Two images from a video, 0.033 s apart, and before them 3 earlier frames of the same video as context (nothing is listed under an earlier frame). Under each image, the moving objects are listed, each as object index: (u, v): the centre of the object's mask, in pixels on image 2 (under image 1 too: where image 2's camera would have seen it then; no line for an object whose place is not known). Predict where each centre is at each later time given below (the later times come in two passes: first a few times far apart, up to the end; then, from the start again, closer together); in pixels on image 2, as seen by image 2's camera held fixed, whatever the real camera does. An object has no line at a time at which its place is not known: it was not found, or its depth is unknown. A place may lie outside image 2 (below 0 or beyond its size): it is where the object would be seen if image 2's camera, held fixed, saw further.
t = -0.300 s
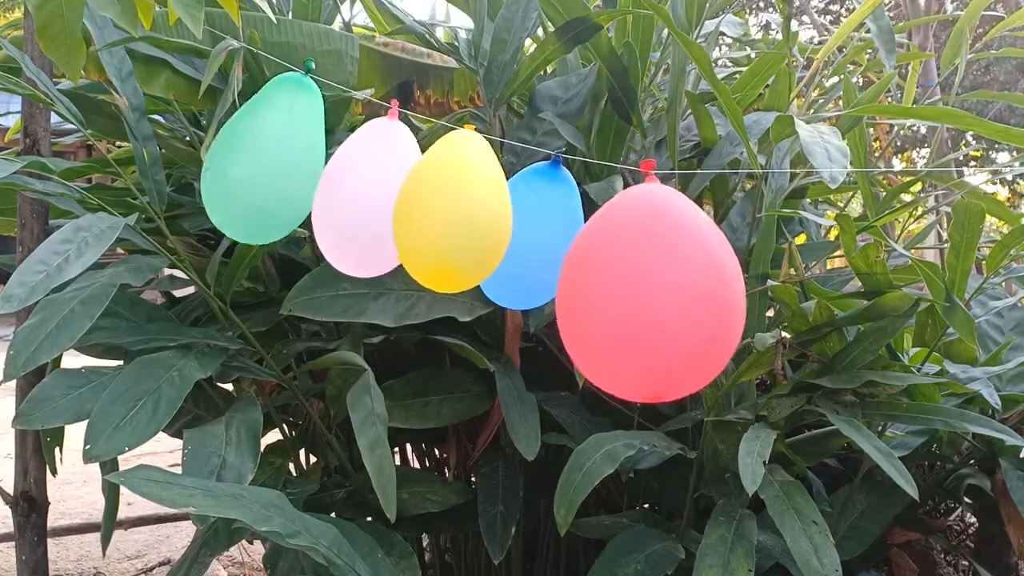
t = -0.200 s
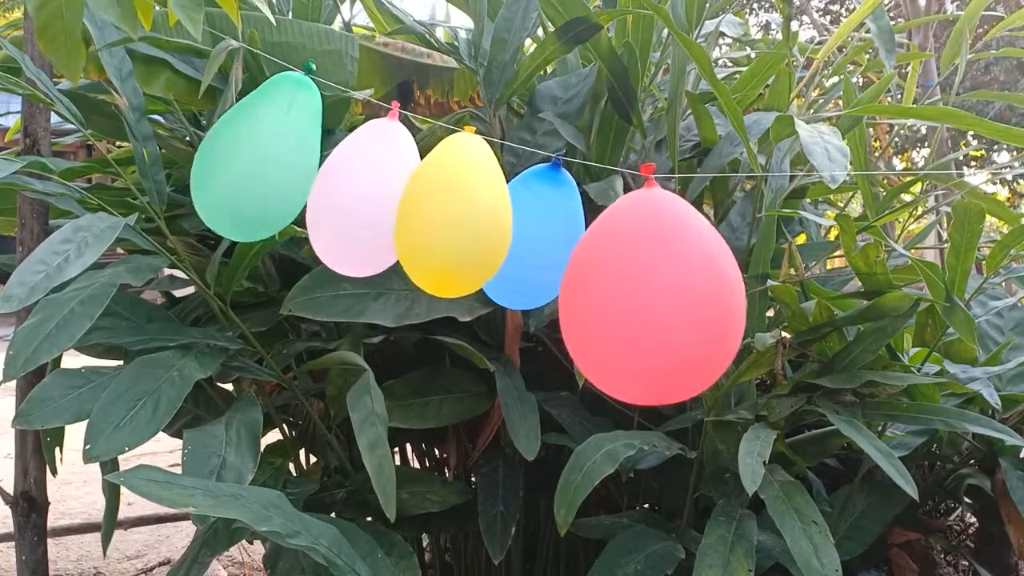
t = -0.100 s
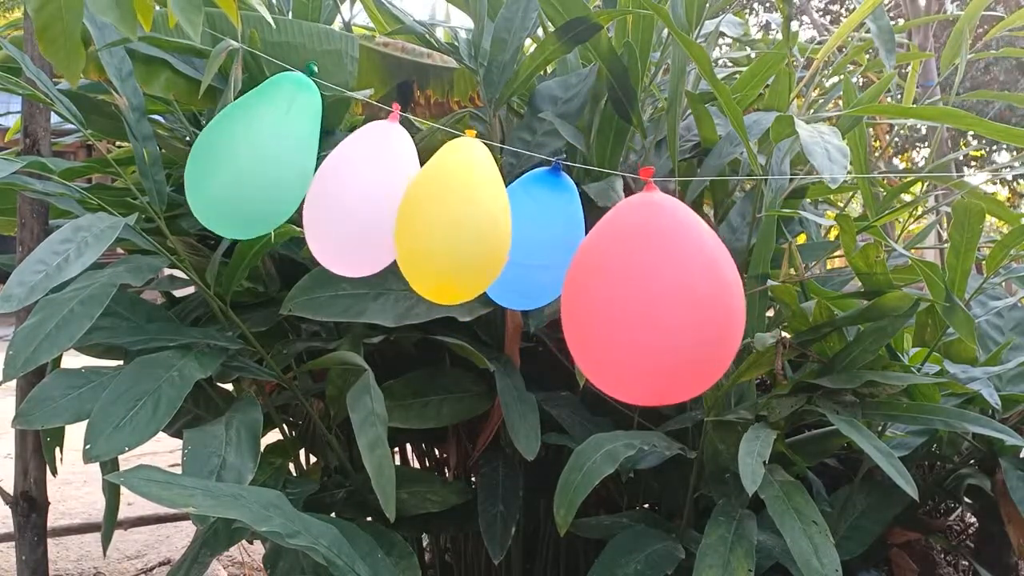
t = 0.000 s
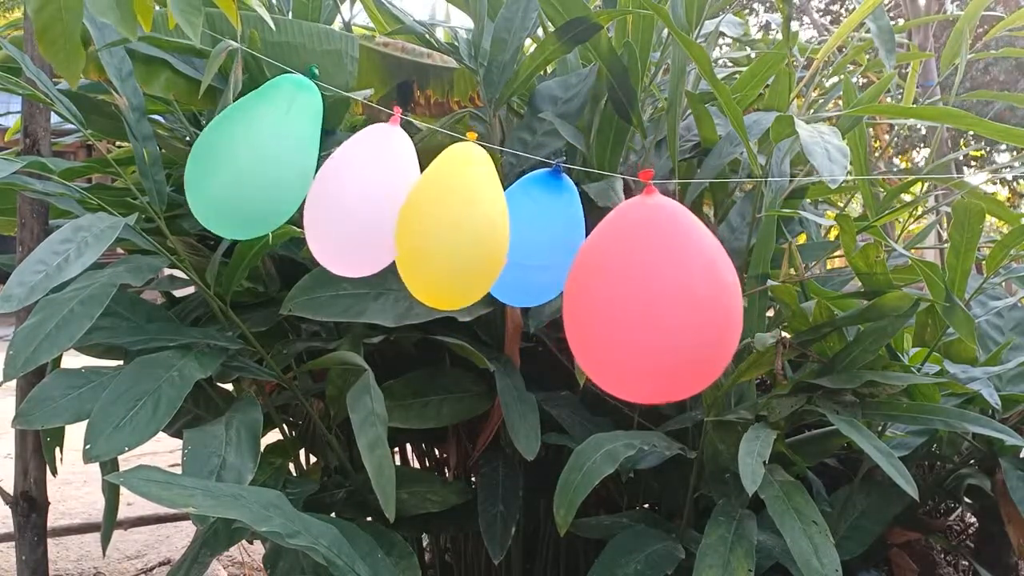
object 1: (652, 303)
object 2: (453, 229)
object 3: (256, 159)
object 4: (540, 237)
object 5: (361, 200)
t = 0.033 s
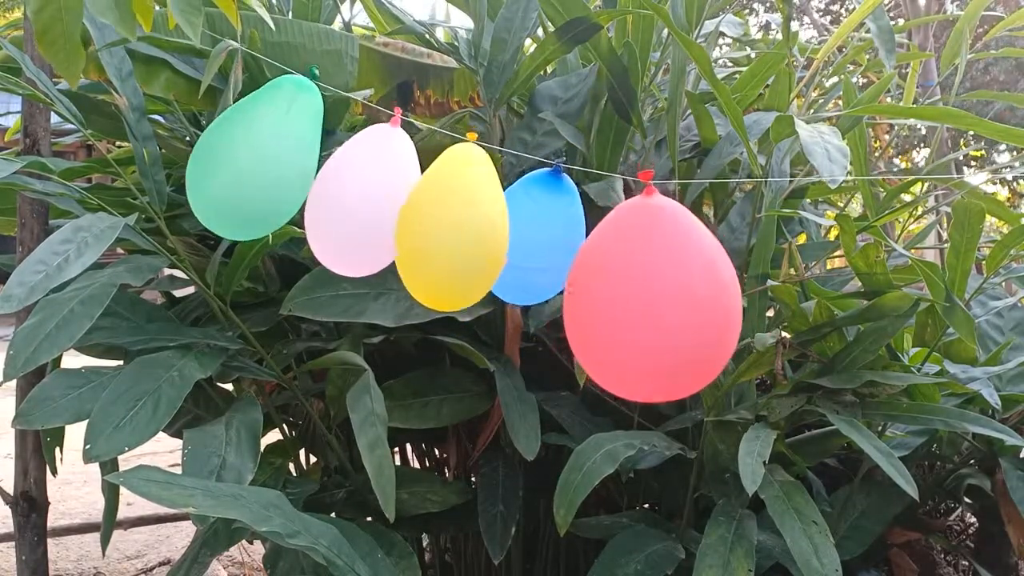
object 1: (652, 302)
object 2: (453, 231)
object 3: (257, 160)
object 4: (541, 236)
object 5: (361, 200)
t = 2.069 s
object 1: (661, 266)
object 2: (473, 214)
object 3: (306, 148)
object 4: (558, 193)
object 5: (404, 156)
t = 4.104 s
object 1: (651, 285)
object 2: (467, 214)
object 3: (273, 149)
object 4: (557, 200)
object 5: (377, 176)
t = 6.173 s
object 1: (662, 288)
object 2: (458, 215)
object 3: (284, 157)
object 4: (545, 227)
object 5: (378, 185)
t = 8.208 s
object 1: (691, 264)
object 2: (480, 211)
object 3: (319, 139)
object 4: (570, 207)
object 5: (409, 157)
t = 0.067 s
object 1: (652, 301)
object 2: (453, 231)
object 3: (259, 161)
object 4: (541, 235)
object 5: (363, 199)
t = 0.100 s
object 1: (652, 300)
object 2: (453, 232)
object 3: (261, 162)
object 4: (541, 233)
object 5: (364, 198)
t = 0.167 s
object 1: (651, 296)
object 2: (454, 232)
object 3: (265, 164)
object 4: (542, 228)
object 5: (367, 195)
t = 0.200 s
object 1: (651, 294)
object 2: (454, 231)
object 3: (268, 164)
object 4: (542, 226)
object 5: (369, 193)
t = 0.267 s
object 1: (651, 290)
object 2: (455, 229)
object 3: (273, 165)
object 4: (543, 221)
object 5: (373, 189)
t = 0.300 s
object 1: (650, 288)
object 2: (455, 228)
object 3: (275, 165)
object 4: (544, 219)
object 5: (375, 186)
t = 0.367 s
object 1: (650, 284)
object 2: (457, 225)
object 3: (280, 164)
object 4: (545, 214)
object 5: (378, 182)
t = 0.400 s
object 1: (650, 283)
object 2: (458, 224)
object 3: (282, 163)
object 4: (545, 212)
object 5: (381, 179)
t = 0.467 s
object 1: (649, 280)
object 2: (460, 222)
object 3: (287, 161)
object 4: (546, 208)
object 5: (384, 175)
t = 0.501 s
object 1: (648, 279)
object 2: (461, 221)
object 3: (289, 159)
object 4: (547, 206)
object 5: (386, 173)
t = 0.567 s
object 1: (647, 279)
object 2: (462, 219)
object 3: (292, 157)
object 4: (548, 202)
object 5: (389, 170)
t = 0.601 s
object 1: (646, 279)
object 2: (462, 219)
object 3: (294, 155)
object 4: (548, 201)
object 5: (390, 169)
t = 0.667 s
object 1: (645, 280)
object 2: (463, 219)
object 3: (296, 152)
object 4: (549, 201)
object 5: (392, 168)
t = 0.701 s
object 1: (644, 281)
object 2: (463, 219)
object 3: (297, 150)
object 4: (549, 200)
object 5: (392, 167)
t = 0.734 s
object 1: (643, 281)
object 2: (463, 220)
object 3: (298, 149)
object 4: (548, 201)
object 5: (392, 167)
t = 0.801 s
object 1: (641, 284)
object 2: (461, 220)
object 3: (299, 147)
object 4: (548, 203)
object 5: (392, 166)
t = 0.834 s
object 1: (641, 286)
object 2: (460, 221)
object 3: (299, 147)
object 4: (547, 205)
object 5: (392, 166)
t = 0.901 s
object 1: (640, 289)
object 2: (458, 221)
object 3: (299, 147)
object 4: (545, 208)
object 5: (392, 166)
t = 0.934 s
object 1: (640, 290)
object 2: (457, 222)
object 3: (299, 147)
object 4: (544, 210)
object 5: (391, 166)
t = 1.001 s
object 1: (641, 293)
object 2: (454, 224)
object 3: (298, 149)
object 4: (543, 214)
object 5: (390, 166)
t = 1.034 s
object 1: (641, 294)
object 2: (453, 224)
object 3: (297, 150)
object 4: (542, 216)
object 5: (389, 166)
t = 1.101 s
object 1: (643, 295)
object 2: (451, 225)
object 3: (295, 153)
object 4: (542, 219)
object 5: (388, 168)
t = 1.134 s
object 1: (644, 295)
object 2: (451, 225)
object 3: (294, 154)
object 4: (541, 220)
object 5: (387, 170)
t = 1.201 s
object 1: (647, 294)
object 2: (450, 226)
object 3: (290, 157)
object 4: (541, 223)
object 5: (385, 172)
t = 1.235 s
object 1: (648, 294)
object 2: (451, 225)
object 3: (289, 158)
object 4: (542, 223)
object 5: (383, 174)
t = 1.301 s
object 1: (652, 292)
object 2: (452, 224)
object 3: (285, 159)
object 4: (543, 223)
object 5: (381, 176)
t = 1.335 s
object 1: (653, 291)
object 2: (453, 223)
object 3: (282, 158)
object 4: (544, 223)
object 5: (381, 177)
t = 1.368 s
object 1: (655, 289)
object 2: (454, 222)
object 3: (280, 157)
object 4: (545, 222)
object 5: (381, 177)
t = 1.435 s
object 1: (658, 287)
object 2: (457, 221)
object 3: (277, 153)
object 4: (548, 220)
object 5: (382, 175)
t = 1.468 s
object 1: (660, 286)
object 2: (459, 220)
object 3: (276, 151)
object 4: (549, 218)
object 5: (383, 174)
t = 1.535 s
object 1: (662, 283)
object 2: (462, 218)
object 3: (275, 147)
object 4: (552, 214)
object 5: (386, 172)
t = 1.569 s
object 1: (663, 282)
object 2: (464, 217)
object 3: (275, 146)
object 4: (554, 212)
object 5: (388, 171)
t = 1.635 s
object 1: (665, 279)
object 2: (467, 217)
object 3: (278, 144)
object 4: (556, 208)
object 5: (391, 169)
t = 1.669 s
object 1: (665, 277)
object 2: (469, 216)
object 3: (279, 144)
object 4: (557, 207)
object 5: (392, 169)
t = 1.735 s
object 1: (665, 274)
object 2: (471, 216)
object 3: (285, 146)
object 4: (558, 204)
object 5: (395, 168)
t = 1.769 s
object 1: (665, 272)
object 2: (472, 216)
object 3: (288, 147)
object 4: (559, 202)
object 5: (396, 168)
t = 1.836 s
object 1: (664, 270)
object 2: (473, 215)
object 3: (297, 149)
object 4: (559, 199)
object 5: (397, 167)
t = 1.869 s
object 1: (664, 270)
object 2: (473, 215)
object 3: (302, 150)
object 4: (559, 198)
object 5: (398, 166)
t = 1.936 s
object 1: (663, 268)
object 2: (474, 215)
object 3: (303, 151)
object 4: (559, 196)
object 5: (401, 163)
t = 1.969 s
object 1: (663, 268)
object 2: (474, 215)
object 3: (303, 150)
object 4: (559, 195)
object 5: (403, 161)
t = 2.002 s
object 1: (662, 267)
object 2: (474, 215)
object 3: (305, 149)
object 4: (559, 194)
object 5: (404, 159)
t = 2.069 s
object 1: (661, 266)
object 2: (473, 214)
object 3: (306, 148)
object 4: (558, 193)
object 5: (404, 156)
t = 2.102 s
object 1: (660, 266)
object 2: (472, 213)
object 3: (307, 148)
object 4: (558, 192)
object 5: (404, 155)
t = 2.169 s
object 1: (658, 267)
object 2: (471, 211)
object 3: (307, 148)
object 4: (557, 191)
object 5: (402, 153)
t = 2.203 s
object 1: (657, 267)
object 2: (470, 211)
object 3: (305, 148)
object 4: (557, 190)
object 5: (402, 153)
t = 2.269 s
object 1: (656, 266)
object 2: (469, 210)
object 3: (301, 147)
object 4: (556, 189)
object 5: (400, 153)
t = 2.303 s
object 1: (655, 266)
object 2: (469, 209)
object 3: (299, 147)
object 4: (556, 188)
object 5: (399, 153)
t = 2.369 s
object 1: (653, 265)
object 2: (469, 208)
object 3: (295, 146)
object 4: (556, 186)
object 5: (397, 154)
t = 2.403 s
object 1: (652, 265)
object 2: (469, 207)
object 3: (293, 145)
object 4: (556, 185)
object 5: (396, 155)
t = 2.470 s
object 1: (650, 266)
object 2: (469, 206)
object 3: (290, 143)
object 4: (556, 184)
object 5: (394, 155)
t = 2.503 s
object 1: (649, 267)
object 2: (469, 205)
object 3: (289, 142)
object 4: (557, 183)
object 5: (393, 155)
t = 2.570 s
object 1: (647, 269)
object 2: (470, 204)
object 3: (288, 140)
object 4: (557, 181)
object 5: (391, 154)
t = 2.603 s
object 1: (646, 270)
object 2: (470, 204)
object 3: (287, 140)
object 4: (558, 181)
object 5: (391, 154)
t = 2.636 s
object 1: (646, 271)
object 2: (470, 203)
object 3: (287, 139)
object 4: (558, 181)
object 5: (390, 154)
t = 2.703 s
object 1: (646, 272)
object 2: (470, 203)
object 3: (286, 139)
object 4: (559, 181)
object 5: (389, 155)
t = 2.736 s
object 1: (646, 272)
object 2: (470, 203)
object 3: (285, 139)
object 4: (559, 181)
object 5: (388, 155)
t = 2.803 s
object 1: (646, 273)
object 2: (469, 204)
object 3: (284, 141)
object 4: (558, 184)
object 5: (387, 157)
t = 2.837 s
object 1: (647, 273)
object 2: (468, 205)
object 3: (283, 142)
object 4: (558, 185)
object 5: (386, 158)
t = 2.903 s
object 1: (648, 274)
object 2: (467, 207)
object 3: (282, 143)
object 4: (557, 189)
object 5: (385, 161)
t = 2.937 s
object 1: (649, 274)
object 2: (467, 208)
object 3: (282, 144)
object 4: (557, 191)
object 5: (384, 163)
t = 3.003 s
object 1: (652, 275)
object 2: (466, 209)
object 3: (282, 145)
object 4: (556, 194)
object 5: (383, 165)
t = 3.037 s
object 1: (653, 275)
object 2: (466, 209)
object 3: (281, 145)
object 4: (557, 195)
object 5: (383, 165)
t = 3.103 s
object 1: (656, 276)
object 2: (466, 209)
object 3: (280, 143)
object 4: (557, 197)
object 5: (382, 166)
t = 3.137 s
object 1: (657, 276)
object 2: (466, 209)
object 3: (279, 142)
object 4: (557, 198)
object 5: (381, 166)
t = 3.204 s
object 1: (660, 276)
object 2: (467, 209)
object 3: (279, 141)
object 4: (559, 198)
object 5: (381, 167)
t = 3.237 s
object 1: (661, 276)
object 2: (467, 208)
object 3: (279, 140)
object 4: (559, 197)
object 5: (380, 166)
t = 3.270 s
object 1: (662, 275)
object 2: (467, 208)
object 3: (279, 139)
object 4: (560, 196)
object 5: (380, 166)
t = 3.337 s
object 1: (665, 273)
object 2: (468, 206)
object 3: (279, 137)
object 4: (561, 195)
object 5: (380, 166)
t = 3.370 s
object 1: (665, 272)
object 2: (469, 206)
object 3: (279, 136)
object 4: (562, 194)
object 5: (380, 166)
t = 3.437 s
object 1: (666, 269)
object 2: (470, 204)
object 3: (278, 135)
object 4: (562, 192)
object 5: (379, 166)
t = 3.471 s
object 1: (666, 268)
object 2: (471, 204)
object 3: (278, 134)
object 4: (562, 191)
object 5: (379, 167)
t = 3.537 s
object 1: (666, 266)
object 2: (471, 204)
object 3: (278, 134)
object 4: (563, 189)
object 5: (379, 168)
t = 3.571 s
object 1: (666, 266)
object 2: (472, 203)
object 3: (278, 134)
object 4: (563, 188)
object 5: (379, 168)
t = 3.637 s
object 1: (665, 265)
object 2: (472, 203)
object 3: (278, 134)
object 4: (563, 187)
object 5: (379, 169)
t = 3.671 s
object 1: (664, 266)
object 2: (473, 203)
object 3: (278, 134)
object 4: (563, 187)
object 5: (379, 169)
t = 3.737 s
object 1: (662, 268)
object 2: (473, 203)
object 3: (279, 135)
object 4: (563, 187)
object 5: (379, 169)
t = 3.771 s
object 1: (662, 269)
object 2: (473, 204)
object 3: (279, 136)
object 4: (563, 187)
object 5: (379, 169)
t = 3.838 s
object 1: (660, 272)
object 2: (472, 205)
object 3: (278, 138)
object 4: (563, 189)
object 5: (379, 170)
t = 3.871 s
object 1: (659, 274)
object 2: (472, 207)
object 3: (278, 139)
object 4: (562, 190)
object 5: (379, 171)
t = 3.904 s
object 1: (658, 276)
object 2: (471, 208)
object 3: (277, 141)
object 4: (562, 191)
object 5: (378, 172)
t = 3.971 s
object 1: (655, 279)
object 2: (470, 211)
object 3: (276, 144)
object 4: (560, 194)
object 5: (378, 173)
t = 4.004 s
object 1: (654, 280)
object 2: (469, 212)
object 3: (275, 145)
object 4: (560, 196)
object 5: (377, 174)
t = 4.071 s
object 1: (652, 283)
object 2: (468, 214)
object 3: (274, 148)
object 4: (558, 199)
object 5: (377, 175)
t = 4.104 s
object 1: (651, 285)
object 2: (467, 214)
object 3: (273, 149)
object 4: (557, 200)
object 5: (377, 176)
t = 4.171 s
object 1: (649, 287)
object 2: (466, 216)
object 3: (273, 151)
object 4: (556, 203)
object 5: (376, 177)
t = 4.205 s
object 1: (648, 288)
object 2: (465, 217)
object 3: (273, 151)
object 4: (556, 203)
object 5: (376, 177)
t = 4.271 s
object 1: (645, 290)
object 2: (465, 218)
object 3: (272, 152)
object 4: (554, 204)
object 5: (376, 177)
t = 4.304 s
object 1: (643, 290)
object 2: (464, 218)
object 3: (271, 152)
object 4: (554, 204)
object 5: (375, 177)
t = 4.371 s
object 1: (640, 291)
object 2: (463, 218)
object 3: (270, 152)
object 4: (552, 204)
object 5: (374, 177)
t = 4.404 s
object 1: (638, 290)
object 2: (462, 218)
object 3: (270, 152)
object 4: (551, 203)
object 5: (374, 176)
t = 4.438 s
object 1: (637, 290)
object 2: (461, 218)
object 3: (270, 151)
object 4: (550, 202)
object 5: (374, 176)
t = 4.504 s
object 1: (633, 288)
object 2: (460, 219)
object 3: (269, 151)
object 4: (548, 201)
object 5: (373, 176)
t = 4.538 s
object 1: (631, 288)
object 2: (459, 218)
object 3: (269, 151)
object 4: (547, 201)
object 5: (373, 176)
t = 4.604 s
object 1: (628, 286)
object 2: (457, 219)
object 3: (268, 152)
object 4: (544, 200)
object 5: (372, 177)
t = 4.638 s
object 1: (627, 285)
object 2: (456, 219)
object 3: (268, 152)
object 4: (542, 200)
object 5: (372, 177)
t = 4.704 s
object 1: (625, 284)
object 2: (454, 219)
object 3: (268, 153)
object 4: (540, 201)
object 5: (371, 178)
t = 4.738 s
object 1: (624, 283)
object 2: (453, 219)
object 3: (268, 153)
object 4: (539, 202)
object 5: (370, 178)
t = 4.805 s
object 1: (624, 283)
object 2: (451, 219)
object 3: (269, 154)
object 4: (536, 204)
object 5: (370, 178)
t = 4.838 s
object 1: (624, 284)
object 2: (450, 219)
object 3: (269, 155)
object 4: (535, 205)
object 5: (370, 178)
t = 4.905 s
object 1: (625, 285)
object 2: (449, 218)
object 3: (270, 156)
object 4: (534, 208)
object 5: (370, 179)
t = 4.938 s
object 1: (626, 287)
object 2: (448, 218)
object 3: (270, 157)
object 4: (534, 210)
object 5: (370, 179)
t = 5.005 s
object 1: (629, 289)
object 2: (447, 219)
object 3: (272, 158)
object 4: (534, 213)
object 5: (371, 180)
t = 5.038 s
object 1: (630, 290)
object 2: (447, 219)
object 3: (272, 158)
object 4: (534, 215)
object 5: (371, 180)
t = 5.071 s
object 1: (632, 292)
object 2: (447, 220)
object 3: (273, 159)
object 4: (534, 217)
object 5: (371, 181)
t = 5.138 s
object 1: (637, 293)
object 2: (447, 220)
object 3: (274, 161)
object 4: (535, 221)
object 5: (372, 182)
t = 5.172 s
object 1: (639, 294)
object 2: (447, 220)
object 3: (275, 162)
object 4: (535, 223)
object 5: (372, 183)
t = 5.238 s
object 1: (644, 295)
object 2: (448, 221)
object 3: (277, 164)
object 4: (536, 226)
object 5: (373, 184)
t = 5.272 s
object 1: (647, 295)
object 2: (449, 221)
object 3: (277, 164)
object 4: (537, 228)
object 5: (374, 185)
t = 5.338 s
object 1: (651, 295)
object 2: (450, 221)
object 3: (279, 164)
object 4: (539, 230)
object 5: (375, 186)
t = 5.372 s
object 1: (653, 294)
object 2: (451, 221)
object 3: (279, 164)
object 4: (540, 230)
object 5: (375, 186)
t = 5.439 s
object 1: (657, 293)
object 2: (453, 221)
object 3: (280, 163)
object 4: (542, 230)
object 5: (376, 186)
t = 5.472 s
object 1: (659, 292)
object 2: (454, 220)
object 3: (280, 162)
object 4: (543, 230)
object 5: (376, 186)
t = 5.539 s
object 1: (662, 290)
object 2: (455, 219)
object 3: (281, 160)
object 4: (545, 229)
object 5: (376, 186)
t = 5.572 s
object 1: (663, 289)
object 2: (456, 218)
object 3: (281, 159)
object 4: (545, 229)
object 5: (376, 186)
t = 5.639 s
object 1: (665, 287)
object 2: (457, 217)
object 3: (282, 157)
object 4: (546, 228)
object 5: (376, 186)
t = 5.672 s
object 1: (666, 286)
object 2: (457, 217)
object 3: (282, 156)
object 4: (546, 228)
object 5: (376, 185)
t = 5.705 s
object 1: (666, 285)
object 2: (457, 216)
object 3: (282, 155)
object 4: (546, 227)
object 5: (376, 185)
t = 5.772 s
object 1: (666, 284)
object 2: (457, 215)
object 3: (283, 154)
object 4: (546, 226)
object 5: (375, 185)
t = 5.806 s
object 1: (666, 283)
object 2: (458, 214)
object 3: (283, 154)
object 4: (547, 226)
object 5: (375, 185)
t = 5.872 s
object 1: (666, 283)
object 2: (458, 214)
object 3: (284, 153)
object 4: (546, 225)
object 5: (376, 184)
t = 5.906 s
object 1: (665, 283)
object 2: (458, 213)
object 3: (284, 153)
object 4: (546, 225)
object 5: (376, 184)
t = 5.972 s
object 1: (664, 284)
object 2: (458, 213)
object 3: (284, 153)
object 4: (546, 225)
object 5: (376, 184)
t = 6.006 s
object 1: (664, 285)
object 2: (458, 213)
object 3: (284, 153)
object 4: (546, 225)
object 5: (377, 184)
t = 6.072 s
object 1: (663, 286)
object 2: (458, 213)
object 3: (284, 155)
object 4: (546, 226)
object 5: (377, 184)
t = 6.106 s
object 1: (663, 287)
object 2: (458, 214)
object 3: (284, 156)
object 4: (546, 226)
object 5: (377, 184)
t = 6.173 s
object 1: (662, 288)
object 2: (458, 215)
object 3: (284, 157)
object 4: (545, 227)
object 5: (378, 185)
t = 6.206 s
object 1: (662, 288)
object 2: (458, 216)
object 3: (284, 158)
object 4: (545, 228)
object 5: (378, 186)
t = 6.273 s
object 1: (661, 289)
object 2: (458, 217)
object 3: (283, 160)
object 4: (545, 228)
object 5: (379, 186)
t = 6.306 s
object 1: (661, 290)
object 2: (458, 217)
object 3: (283, 160)
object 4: (546, 228)
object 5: (379, 186)
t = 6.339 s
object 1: (661, 290)
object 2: (458, 218)
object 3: (283, 161)
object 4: (546, 228)
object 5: (379, 186)
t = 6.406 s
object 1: (661, 291)
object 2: (458, 219)
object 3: (282, 161)
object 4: (546, 228)
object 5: (379, 186)
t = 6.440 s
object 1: (661, 291)
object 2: (458, 219)
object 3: (282, 161)
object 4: (546, 228)
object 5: (379, 185)
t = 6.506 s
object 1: (660, 292)
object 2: (458, 219)
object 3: (281, 160)
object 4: (546, 228)
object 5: (379, 184)
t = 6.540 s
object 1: (660, 292)
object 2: (458, 219)
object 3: (281, 160)
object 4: (546, 227)
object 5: (379, 184)
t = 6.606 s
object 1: (659, 292)
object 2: (457, 218)
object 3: (280, 160)
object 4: (546, 226)
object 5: (378, 183)
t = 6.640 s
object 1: (658, 291)
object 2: (457, 218)
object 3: (279, 159)
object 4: (546, 225)
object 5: (378, 182)
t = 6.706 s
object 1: (657, 290)
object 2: (457, 217)
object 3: (278, 159)
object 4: (546, 223)
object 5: (377, 182)
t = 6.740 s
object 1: (656, 290)
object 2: (457, 218)
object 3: (278, 158)
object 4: (546, 223)
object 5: (377, 181)
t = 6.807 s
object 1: (655, 289)
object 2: (457, 217)
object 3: (278, 158)
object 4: (546, 221)
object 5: (377, 181)
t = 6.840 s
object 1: (654, 288)
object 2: (457, 217)
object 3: (278, 157)
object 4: (546, 220)
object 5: (377, 181)
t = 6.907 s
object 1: (653, 287)
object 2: (458, 217)
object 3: (278, 157)
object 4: (546, 219)
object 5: (378, 180)
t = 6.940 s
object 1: (652, 287)
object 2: (458, 216)
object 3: (279, 157)
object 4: (546, 219)
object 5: (378, 180)
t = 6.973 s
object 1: (652, 287)
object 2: (458, 216)
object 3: (279, 157)
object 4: (546, 219)
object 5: (378, 180)
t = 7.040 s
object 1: (651, 286)
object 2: (459, 216)
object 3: (280, 157)
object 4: (546, 218)
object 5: (379, 179)
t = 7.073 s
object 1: (651, 286)
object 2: (459, 216)
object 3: (281, 157)
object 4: (546, 217)
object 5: (380, 179)
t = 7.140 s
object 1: (651, 285)
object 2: (460, 216)
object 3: (283, 157)
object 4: (546, 217)
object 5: (381, 178)
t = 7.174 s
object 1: (651, 285)
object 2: (460, 216)
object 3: (284, 157)
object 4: (546, 216)
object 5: (382, 178)
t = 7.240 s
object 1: (652, 285)
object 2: (461, 216)
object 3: (286, 158)
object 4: (547, 216)
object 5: (383, 177)
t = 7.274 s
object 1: (652, 285)
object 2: (461, 216)
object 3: (287, 158)
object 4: (547, 216)
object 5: (384, 176)
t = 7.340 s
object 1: (654, 284)
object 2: (461, 216)
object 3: (290, 157)
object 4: (548, 217)
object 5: (386, 175)
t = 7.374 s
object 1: (655, 285)
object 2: (461, 216)
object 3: (291, 157)
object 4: (548, 217)
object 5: (386, 174)
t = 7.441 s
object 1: (658, 285)
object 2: (462, 216)
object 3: (293, 157)
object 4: (550, 219)
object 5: (388, 173)
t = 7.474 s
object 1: (659, 285)
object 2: (463, 216)
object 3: (295, 156)
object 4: (550, 219)
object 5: (389, 172)
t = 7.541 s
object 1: (663, 284)
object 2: (464, 215)
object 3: (297, 156)
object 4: (552, 219)
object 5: (391, 171)
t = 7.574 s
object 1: (665, 284)
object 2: (464, 215)
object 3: (298, 155)
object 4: (553, 220)
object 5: (391, 170)
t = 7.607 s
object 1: (667, 283)
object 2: (465, 215)
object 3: (299, 155)
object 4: (554, 220)
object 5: (392, 169)
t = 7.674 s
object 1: (672, 283)
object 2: (466, 215)
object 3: (301, 153)
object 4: (556, 220)
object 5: (394, 168)
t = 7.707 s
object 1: (674, 282)
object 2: (467, 215)
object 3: (303, 153)
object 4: (557, 220)
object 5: (395, 167)
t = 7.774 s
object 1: (678, 281)
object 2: (468, 214)
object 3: (305, 151)
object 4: (559, 220)
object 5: (397, 166)
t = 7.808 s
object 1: (680, 280)
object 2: (469, 214)
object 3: (306, 151)
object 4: (560, 220)
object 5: (398, 165)
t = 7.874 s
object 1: (684, 279)
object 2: (470, 213)
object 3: (309, 149)
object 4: (563, 219)
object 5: (399, 163)
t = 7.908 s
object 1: (686, 277)
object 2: (471, 213)
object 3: (310, 148)
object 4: (563, 219)
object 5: (400, 163)
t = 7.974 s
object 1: (688, 275)
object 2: (473, 213)
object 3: (312, 146)
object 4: (565, 218)
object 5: (402, 162)
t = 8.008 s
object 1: (689, 273)
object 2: (474, 213)
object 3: (313, 145)
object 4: (566, 217)
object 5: (403, 161)
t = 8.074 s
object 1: (691, 270)
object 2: (476, 213)
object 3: (315, 144)
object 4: (567, 215)
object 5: (405, 160)
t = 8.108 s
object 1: (691, 268)
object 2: (477, 212)
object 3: (316, 143)
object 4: (568, 213)
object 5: (406, 159)
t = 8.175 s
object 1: (691, 265)
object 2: (479, 211)
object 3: (318, 140)
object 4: (569, 209)
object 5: (408, 158)
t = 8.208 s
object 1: (691, 264)
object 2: (480, 211)
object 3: (319, 139)
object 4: (570, 207)
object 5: (409, 157)
